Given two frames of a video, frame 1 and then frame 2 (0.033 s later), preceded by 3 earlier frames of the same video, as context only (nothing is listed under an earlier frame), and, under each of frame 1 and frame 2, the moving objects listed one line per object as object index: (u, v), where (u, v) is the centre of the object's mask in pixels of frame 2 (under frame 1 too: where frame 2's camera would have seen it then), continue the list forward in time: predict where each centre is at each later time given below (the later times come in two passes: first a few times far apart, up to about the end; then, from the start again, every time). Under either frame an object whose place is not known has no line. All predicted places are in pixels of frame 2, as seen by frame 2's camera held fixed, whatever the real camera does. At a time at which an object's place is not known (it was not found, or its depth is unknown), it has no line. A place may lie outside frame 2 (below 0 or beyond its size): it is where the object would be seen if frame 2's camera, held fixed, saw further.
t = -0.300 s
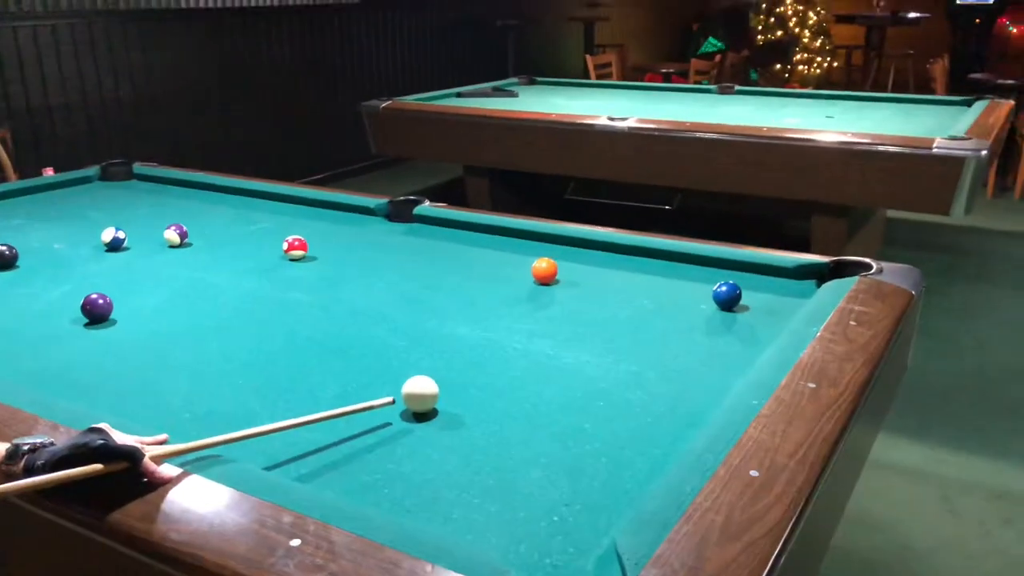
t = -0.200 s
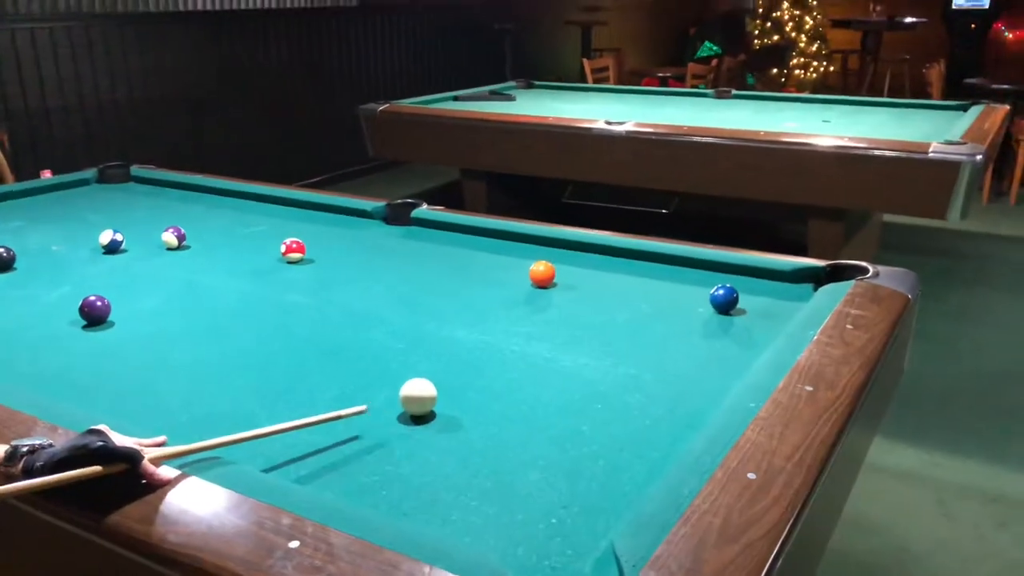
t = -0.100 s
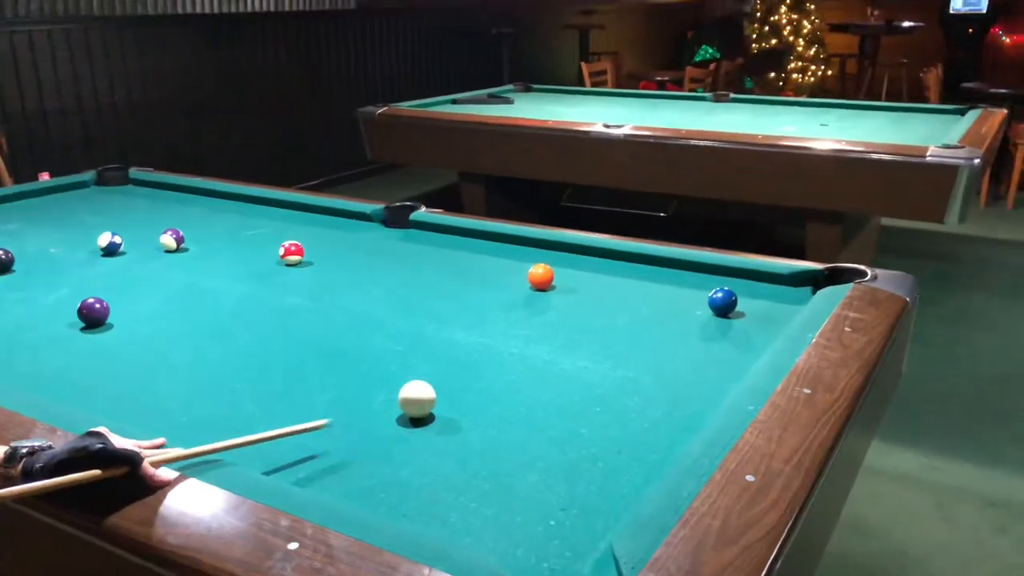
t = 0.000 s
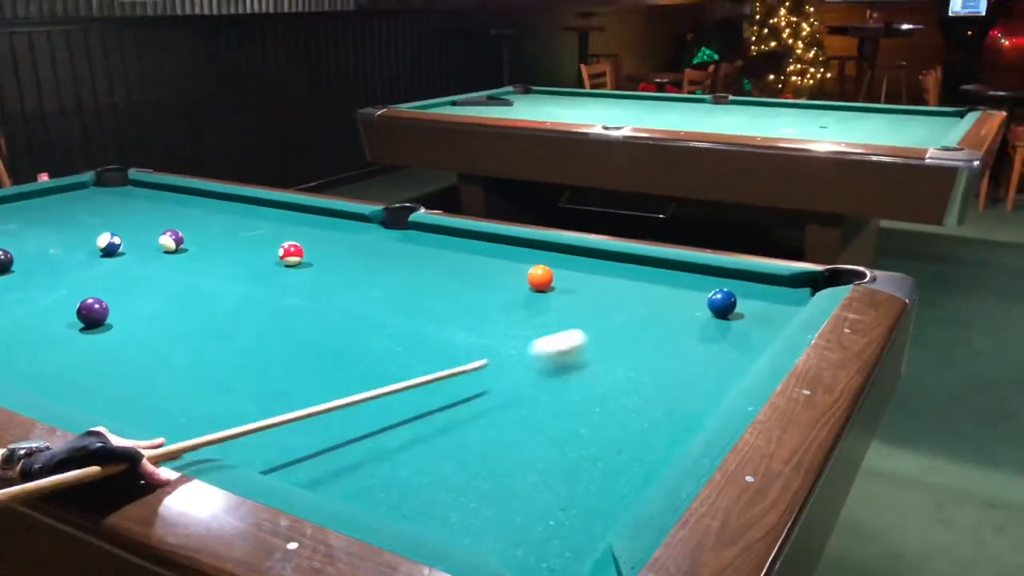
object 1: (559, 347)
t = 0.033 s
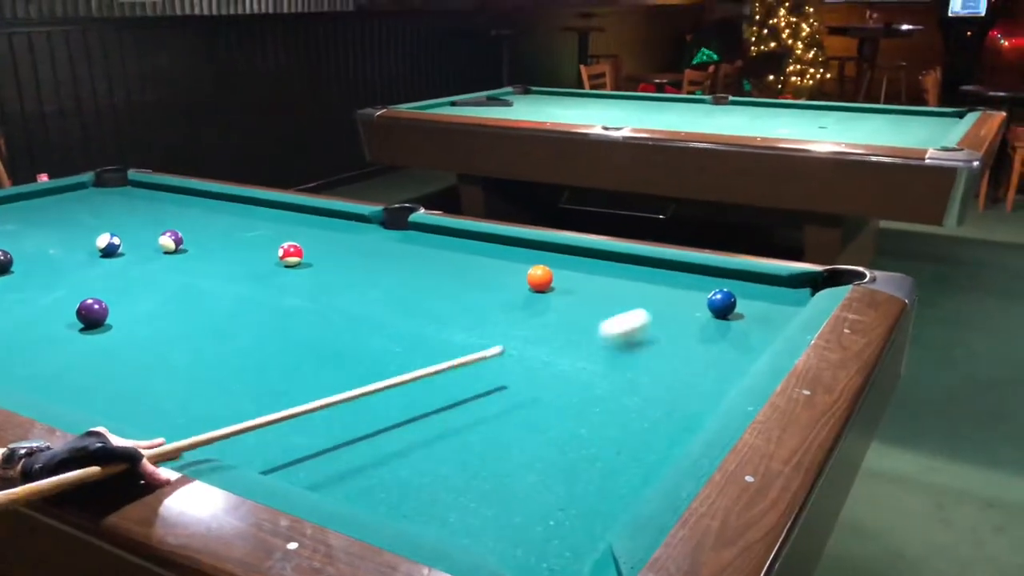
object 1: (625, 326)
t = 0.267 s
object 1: (661, 266)
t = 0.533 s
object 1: (600, 279)
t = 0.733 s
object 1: (555, 291)
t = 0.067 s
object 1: (683, 308)
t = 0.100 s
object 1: (688, 300)
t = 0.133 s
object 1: (679, 292)
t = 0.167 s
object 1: (673, 285)
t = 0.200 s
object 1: (667, 279)
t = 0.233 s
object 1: (663, 272)
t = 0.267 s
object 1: (661, 266)
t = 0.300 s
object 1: (655, 264)
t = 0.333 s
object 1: (646, 267)
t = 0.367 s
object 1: (638, 270)
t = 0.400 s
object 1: (630, 272)
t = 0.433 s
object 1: (622, 274)
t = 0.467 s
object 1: (615, 276)
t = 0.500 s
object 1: (607, 277)
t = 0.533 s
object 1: (600, 279)
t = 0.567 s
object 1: (593, 281)
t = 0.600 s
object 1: (585, 283)
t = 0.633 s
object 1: (578, 285)
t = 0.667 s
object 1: (571, 287)
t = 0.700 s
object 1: (563, 289)
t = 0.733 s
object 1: (555, 291)
